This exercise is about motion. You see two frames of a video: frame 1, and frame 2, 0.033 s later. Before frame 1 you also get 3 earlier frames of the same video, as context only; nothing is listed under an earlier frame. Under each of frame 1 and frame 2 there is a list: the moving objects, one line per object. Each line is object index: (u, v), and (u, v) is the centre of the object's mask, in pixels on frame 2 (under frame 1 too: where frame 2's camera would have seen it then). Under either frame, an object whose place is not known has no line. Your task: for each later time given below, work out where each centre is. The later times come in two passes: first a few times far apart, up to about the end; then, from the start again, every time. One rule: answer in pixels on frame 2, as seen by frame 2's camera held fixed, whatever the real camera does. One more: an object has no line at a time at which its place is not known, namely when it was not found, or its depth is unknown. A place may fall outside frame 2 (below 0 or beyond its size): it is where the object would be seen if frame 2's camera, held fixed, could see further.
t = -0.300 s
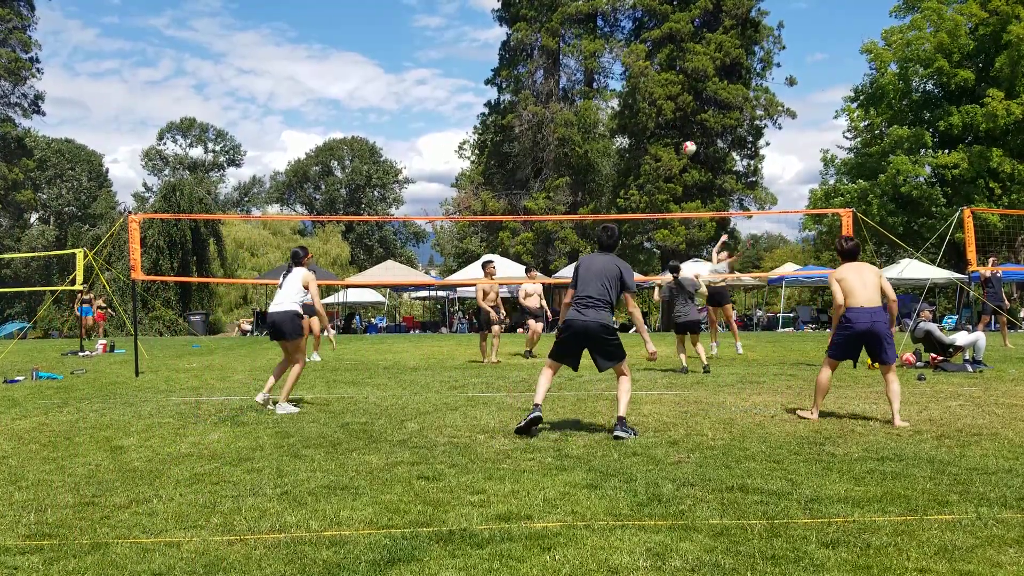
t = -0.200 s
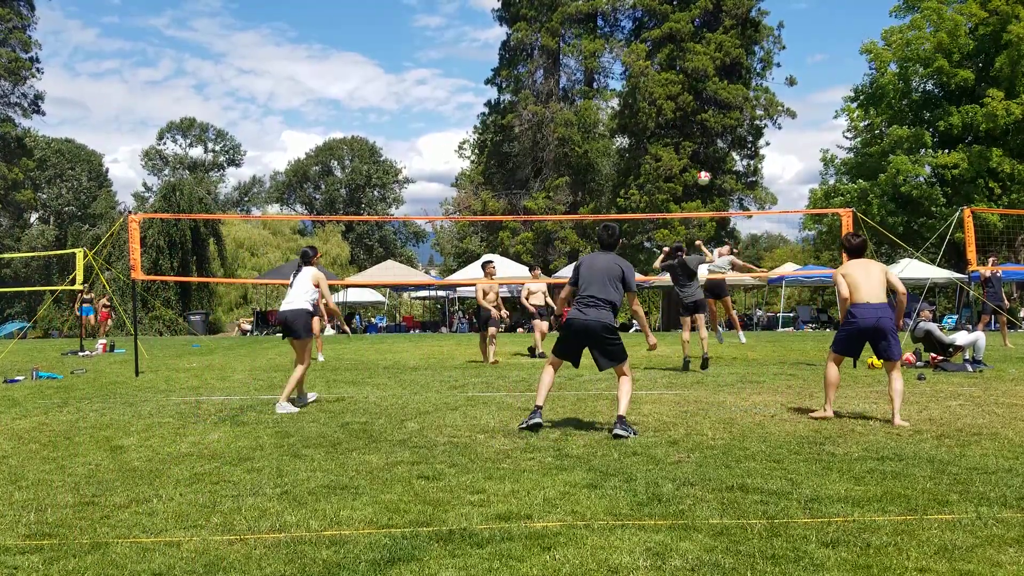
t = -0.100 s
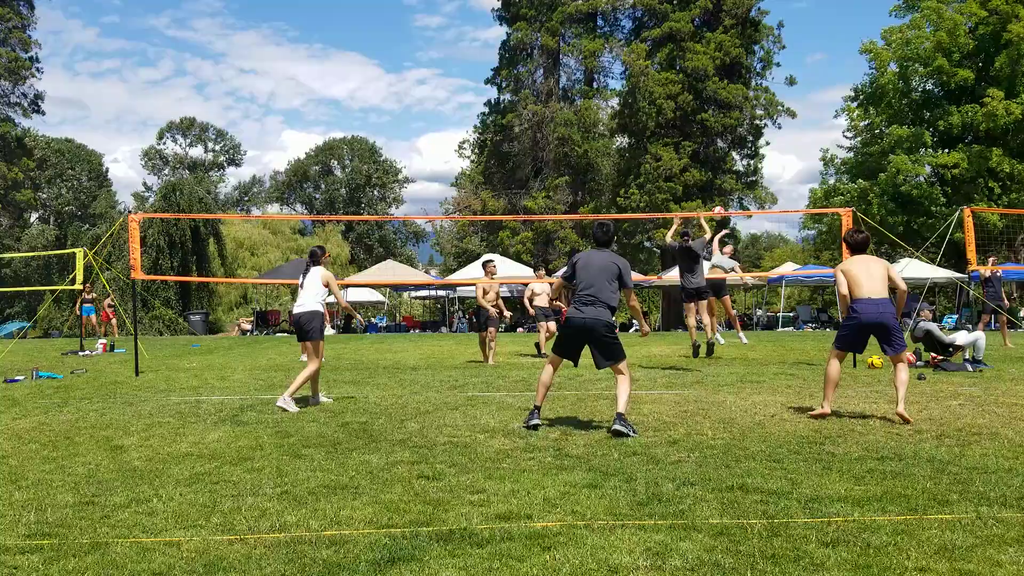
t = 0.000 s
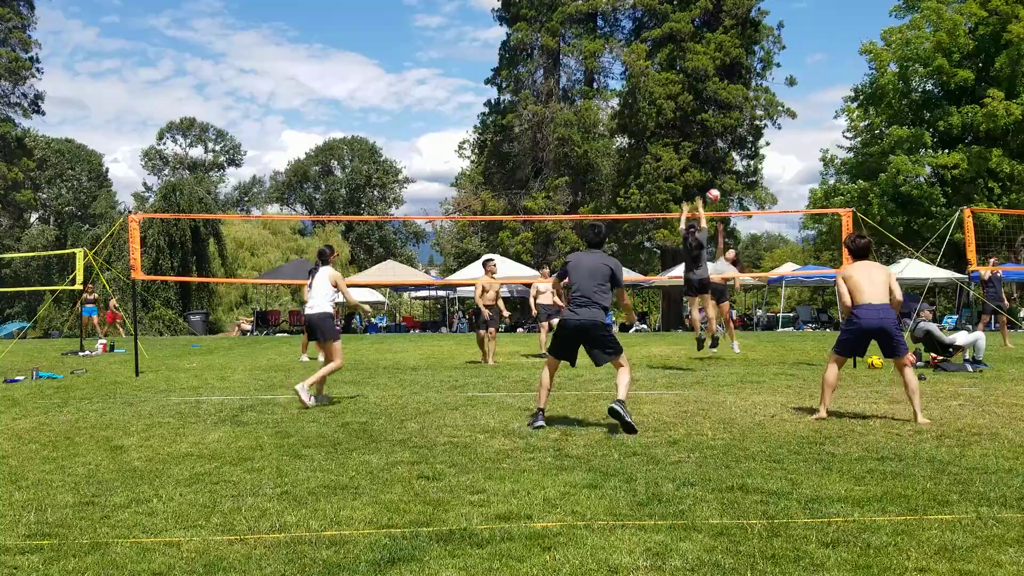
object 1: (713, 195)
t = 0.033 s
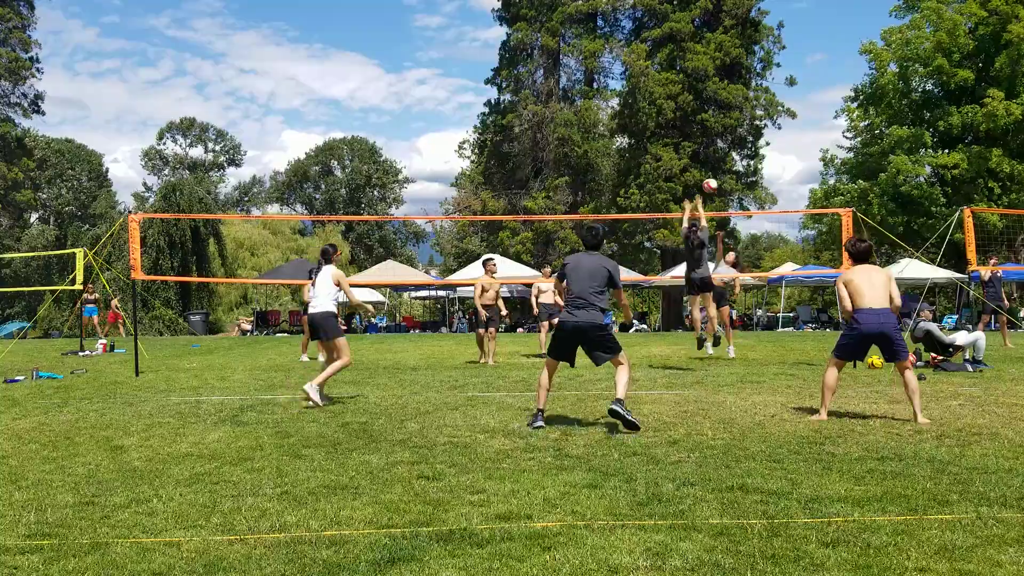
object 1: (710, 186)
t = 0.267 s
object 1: (687, 125)
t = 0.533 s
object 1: (662, 102)
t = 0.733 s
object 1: (639, 138)
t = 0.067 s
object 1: (706, 175)
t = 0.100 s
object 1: (703, 165)
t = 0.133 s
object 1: (700, 156)
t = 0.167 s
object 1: (697, 148)
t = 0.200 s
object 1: (693, 140)
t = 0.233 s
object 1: (691, 132)
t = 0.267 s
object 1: (687, 125)
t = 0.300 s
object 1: (684, 120)
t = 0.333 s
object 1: (681, 114)
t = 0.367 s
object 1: (678, 110)
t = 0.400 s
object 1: (674, 107)
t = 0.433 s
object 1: (672, 103)
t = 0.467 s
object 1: (668, 102)
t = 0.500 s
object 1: (665, 101)
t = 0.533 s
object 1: (662, 102)
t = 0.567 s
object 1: (659, 104)
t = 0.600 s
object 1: (655, 107)
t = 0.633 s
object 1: (651, 112)
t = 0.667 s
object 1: (647, 119)
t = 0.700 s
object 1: (643, 127)
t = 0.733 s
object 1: (639, 138)
